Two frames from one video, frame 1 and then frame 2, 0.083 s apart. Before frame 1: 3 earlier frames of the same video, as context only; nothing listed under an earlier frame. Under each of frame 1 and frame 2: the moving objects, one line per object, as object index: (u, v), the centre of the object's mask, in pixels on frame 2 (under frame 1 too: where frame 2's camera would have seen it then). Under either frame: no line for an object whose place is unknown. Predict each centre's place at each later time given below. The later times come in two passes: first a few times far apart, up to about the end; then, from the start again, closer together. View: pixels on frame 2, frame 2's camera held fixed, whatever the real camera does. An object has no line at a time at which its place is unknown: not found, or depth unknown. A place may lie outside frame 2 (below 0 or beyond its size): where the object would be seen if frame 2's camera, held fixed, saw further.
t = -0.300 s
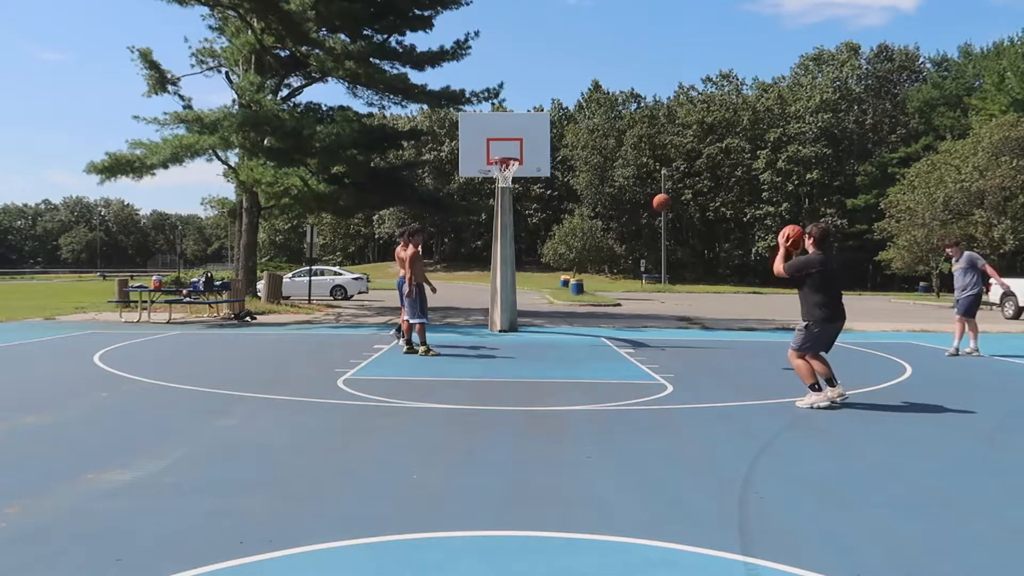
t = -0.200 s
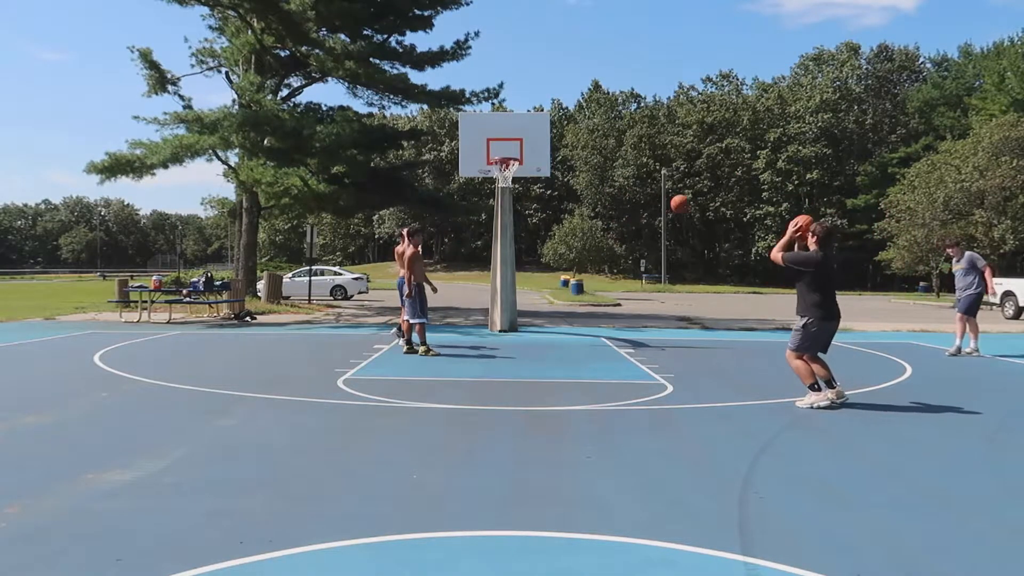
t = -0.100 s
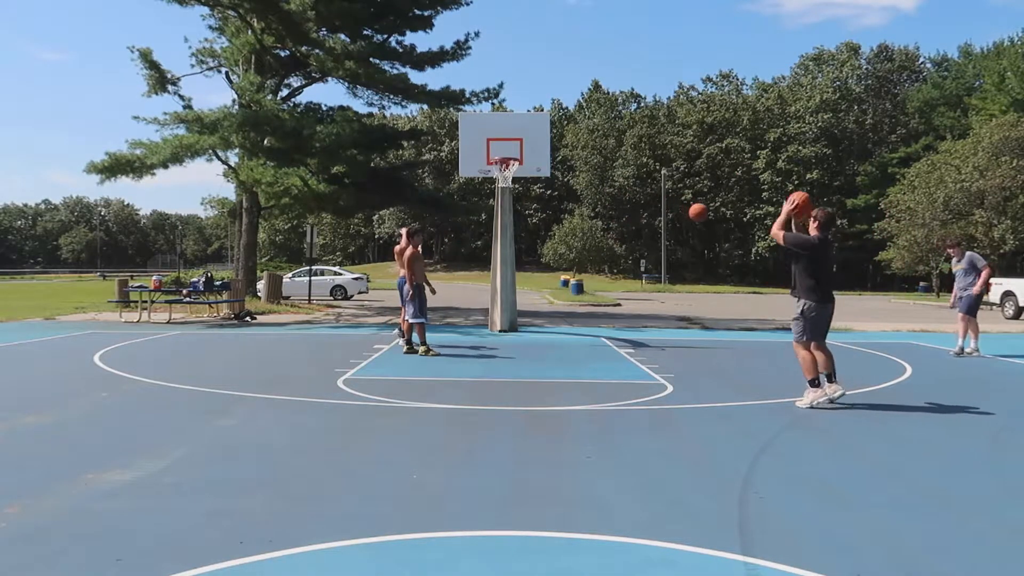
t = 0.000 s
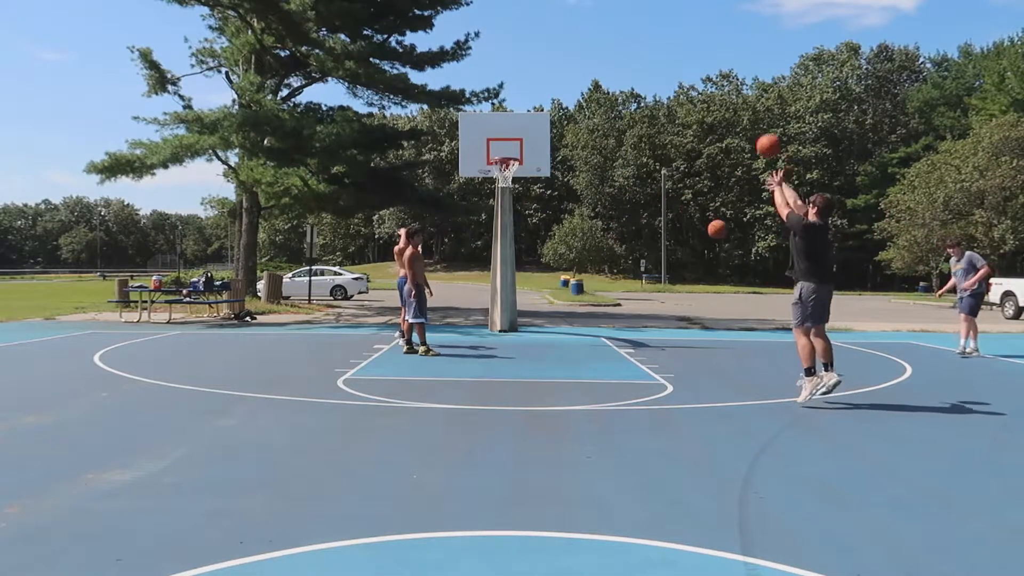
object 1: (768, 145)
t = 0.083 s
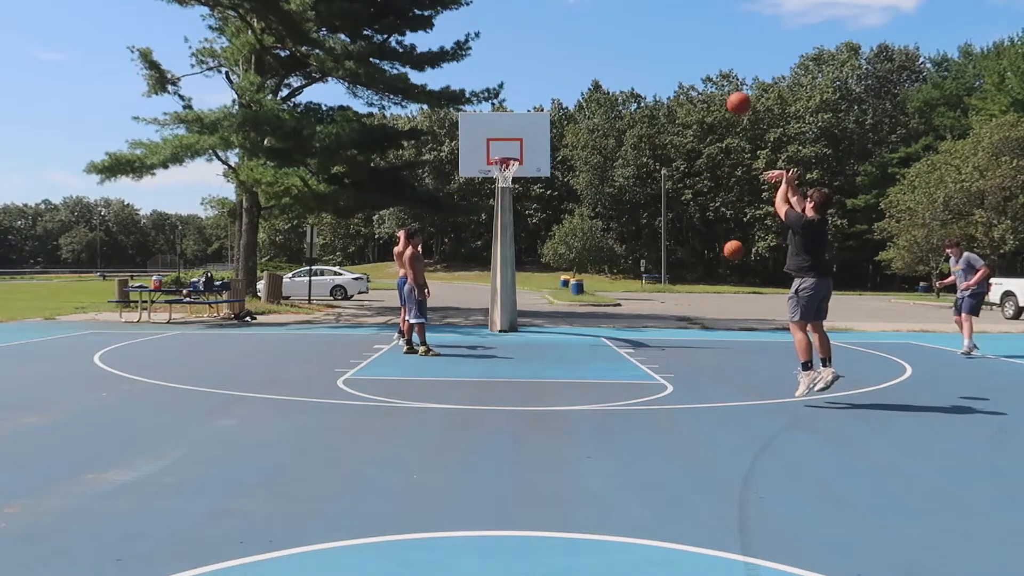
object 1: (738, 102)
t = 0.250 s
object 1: (685, 45)
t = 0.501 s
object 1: (620, 12)
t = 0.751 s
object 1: (566, 29)
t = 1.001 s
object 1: (522, 83)
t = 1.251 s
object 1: (486, 153)
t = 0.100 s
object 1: (733, 95)
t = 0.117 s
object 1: (727, 88)
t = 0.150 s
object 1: (716, 76)
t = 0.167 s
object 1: (711, 69)
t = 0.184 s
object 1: (706, 64)
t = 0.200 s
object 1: (700, 59)
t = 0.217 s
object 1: (695, 54)
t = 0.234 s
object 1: (690, 49)
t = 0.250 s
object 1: (685, 45)
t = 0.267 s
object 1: (681, 41)
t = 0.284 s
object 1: (676, 37)
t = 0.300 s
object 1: (671, 34)
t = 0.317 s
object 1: (667, 31)
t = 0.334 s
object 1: (662, 28)
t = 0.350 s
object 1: (657, 25)
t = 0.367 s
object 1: (653, 23)
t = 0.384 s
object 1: (649, 20)
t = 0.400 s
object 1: (644, 18)
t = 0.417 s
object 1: (640, 17)
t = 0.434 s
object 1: (636, 15)
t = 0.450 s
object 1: (632, 14)
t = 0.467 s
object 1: (628, 13)
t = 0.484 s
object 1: (623, 13)
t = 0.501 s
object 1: (620, 12)
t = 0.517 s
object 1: (616, 12)
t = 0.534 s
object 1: (612, 12)
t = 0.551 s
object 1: (608, 12)
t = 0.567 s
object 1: (604, 13)
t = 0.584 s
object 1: (601, 13)
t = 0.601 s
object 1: (597, 14)
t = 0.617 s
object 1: (593, 15)
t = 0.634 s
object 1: (590, 16)
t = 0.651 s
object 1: (587, 18)
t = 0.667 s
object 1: (583, 19)
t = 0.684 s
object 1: (580, 21)
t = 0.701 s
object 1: (576, 23)
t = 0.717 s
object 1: (573, 25)
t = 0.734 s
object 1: (570, 27)
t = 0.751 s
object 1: (566, 29)
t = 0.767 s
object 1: (563, 32)
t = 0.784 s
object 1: (560, 35)
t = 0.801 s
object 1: (557, 37)
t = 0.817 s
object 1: (554, 41)
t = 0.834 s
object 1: (551, 44)
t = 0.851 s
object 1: (548, 47)
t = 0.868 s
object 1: (545, 50)
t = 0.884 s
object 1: (542, 54)
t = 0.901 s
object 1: (539, 58)
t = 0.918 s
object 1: (536, 62)
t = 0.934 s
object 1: (533, 66)
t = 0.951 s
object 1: (531, 70)
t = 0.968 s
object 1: (528, 74)
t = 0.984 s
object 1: (525, 79)
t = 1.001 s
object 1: (522, 83)
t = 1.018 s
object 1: (520, 88)
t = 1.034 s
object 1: (517, 93)
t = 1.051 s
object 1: (514, 98)
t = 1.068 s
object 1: (512, 103)
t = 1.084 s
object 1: (510, 108)
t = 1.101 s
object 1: (507, 113)
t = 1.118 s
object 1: (505, 118)
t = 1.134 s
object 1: (502, 124)
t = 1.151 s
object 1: (500, 129)
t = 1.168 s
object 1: (498, 135)
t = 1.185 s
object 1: (495, 140)
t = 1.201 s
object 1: (493, 146)
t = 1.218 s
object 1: (491, 152)
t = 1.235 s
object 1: (488, 153)
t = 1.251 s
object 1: (486, 153)
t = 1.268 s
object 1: (483, 152)
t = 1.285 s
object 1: (481, 149)
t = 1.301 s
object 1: (480, 148)
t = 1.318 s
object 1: (478, 146)
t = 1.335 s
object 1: (476, 145)
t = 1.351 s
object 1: (475, 143)
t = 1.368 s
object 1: (473, 142)
